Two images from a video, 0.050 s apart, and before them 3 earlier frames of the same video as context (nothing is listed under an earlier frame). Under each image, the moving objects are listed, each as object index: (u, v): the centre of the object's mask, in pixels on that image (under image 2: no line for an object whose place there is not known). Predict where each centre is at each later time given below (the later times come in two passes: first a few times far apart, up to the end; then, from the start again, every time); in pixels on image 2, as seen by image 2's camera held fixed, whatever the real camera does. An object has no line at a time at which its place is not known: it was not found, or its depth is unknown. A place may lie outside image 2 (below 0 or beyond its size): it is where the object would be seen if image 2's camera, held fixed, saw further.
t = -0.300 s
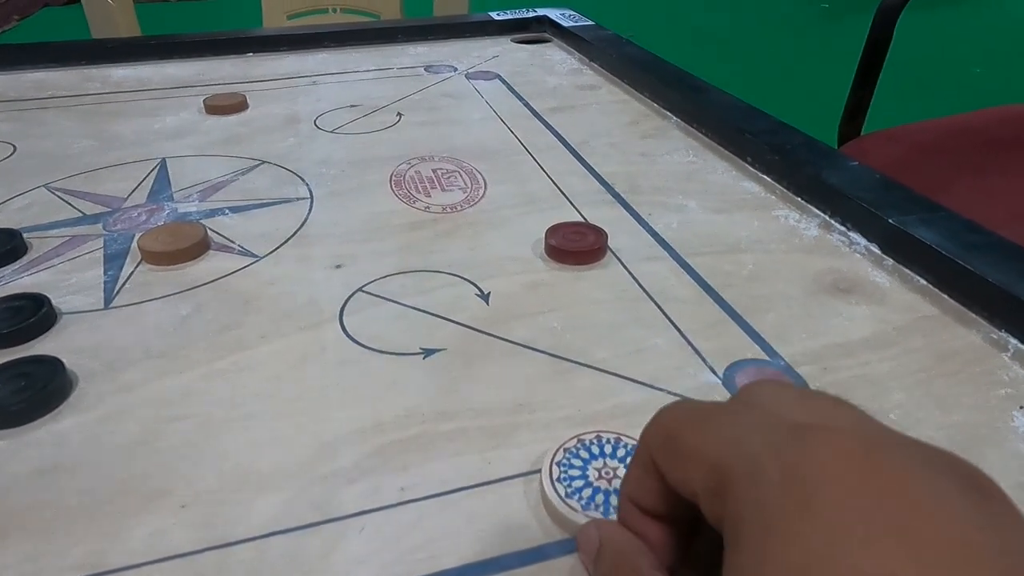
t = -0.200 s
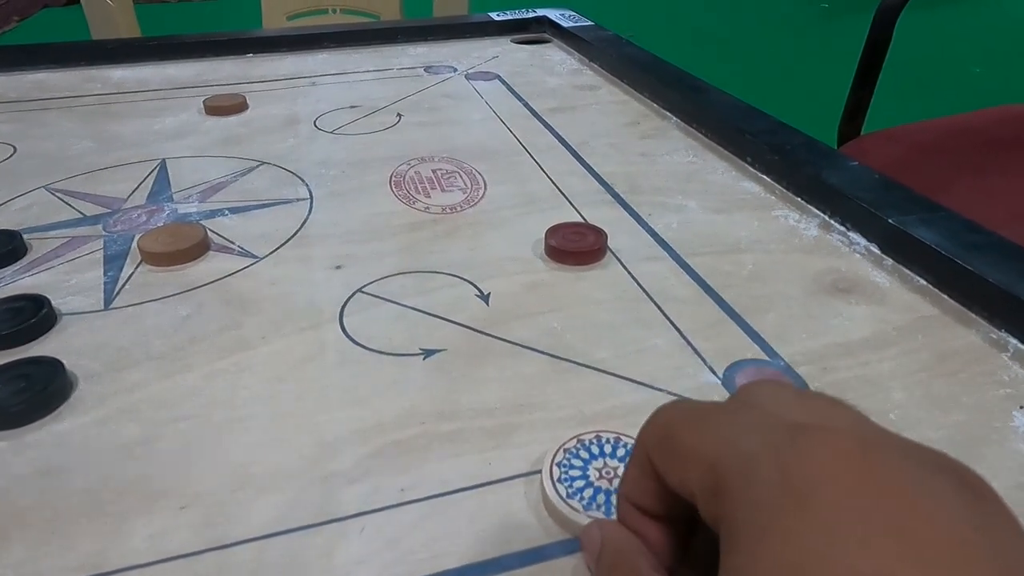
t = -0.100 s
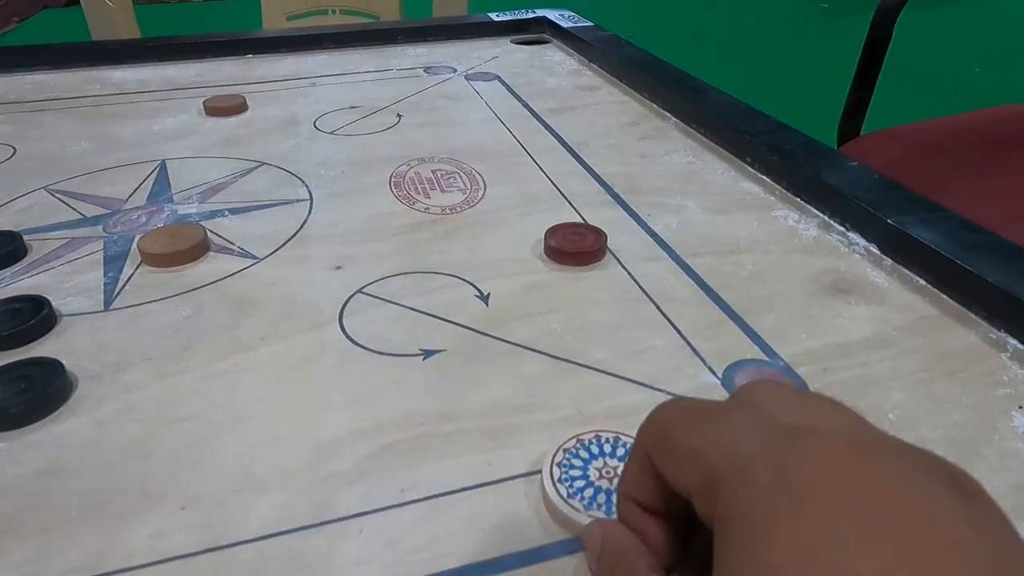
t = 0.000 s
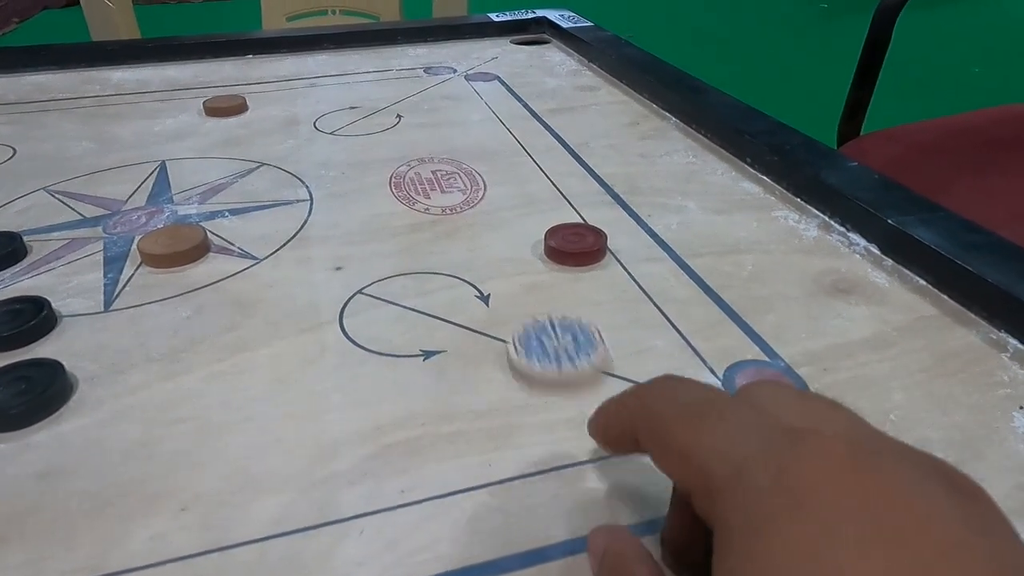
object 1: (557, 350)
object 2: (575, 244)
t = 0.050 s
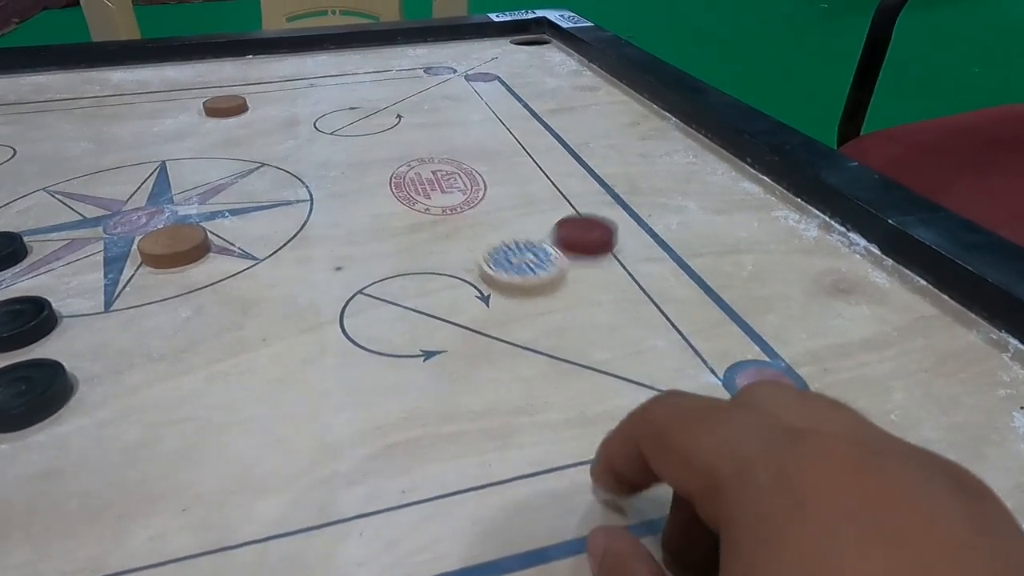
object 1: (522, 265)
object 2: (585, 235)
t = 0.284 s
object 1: (372, 124)
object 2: (614, 128)
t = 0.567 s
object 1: (299, 62)
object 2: (451, 106)
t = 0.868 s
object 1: (257, 79)
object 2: (378, 99)
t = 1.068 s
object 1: (240, 88)
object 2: (369, 100)
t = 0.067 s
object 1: (503, 249)
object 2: (599, 221)
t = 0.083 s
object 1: (490, 237)
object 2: (616, 208)
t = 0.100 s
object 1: (475, 224)
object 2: (630, 195)
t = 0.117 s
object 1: (463, 212)
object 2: (642, 184)
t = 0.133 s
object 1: (451, 200)
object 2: (654, 173)
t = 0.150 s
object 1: (438, 188)
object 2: (665, 163)
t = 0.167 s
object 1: (429, 178)
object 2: (675, 154)
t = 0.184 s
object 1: (420, 168)
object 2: (684, 146)
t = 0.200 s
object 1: (410, 160)
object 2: (689, 139)
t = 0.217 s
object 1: (402, 152)
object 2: (674, 135)
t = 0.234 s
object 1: (394, 145)
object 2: (657, 133)
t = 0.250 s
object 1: (386, 137)
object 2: (643, 132)
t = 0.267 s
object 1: (379, 131)
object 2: (628, 129)
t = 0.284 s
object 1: (372, 124)
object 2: (614, 128)
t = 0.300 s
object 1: (366, 119)
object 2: (600, 126)
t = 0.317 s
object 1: (360, 114)
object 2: (588, 124)
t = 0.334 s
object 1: (355, 108)
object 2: (575, 122)
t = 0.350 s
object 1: (350, 103)
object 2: (563, 121)
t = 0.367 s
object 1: (345, 99)
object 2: (552, 119)
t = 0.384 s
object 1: (341, 95)
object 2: (541, 118)
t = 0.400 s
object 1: (336, 91)
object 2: (531, 117)
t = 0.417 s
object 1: (332, 87)
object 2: (521, 115)
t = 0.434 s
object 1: (327, 84)
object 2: (512, 114)
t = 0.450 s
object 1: (323, 80)
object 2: (503, 113)
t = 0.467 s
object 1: (320, 77)
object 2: (495, 112)
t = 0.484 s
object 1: (316, 74)
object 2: (487, 111)
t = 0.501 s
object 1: (313, 71)
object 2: (479, 110)
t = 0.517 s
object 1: (309, 68)
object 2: (472, 109)
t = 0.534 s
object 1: (305, 66)
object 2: (464, 108)
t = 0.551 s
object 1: (302, 64)
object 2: (457, 107)
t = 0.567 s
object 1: (299, 62)
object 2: (451, 106)
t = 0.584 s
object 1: (295, 59)
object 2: (445, 105)
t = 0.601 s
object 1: (292, 56)
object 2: (438, 105)
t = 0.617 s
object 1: (289, 55)
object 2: (433, 104)
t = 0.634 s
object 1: (288, 57)
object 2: (428, 104)
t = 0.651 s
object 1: (285, 59)
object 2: (422, 103)
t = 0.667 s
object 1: (283, 61)
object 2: (417, 103)
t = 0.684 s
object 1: (281, 63)
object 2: (412, 102)
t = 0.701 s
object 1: (279, 65)
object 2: (408, 101)
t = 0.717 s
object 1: (278, 66)
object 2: (404, 101)
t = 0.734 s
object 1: (275, 68)
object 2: (400, 101)
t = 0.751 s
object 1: (272, 69)
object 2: (396, 100)
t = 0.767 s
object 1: (270, 70)
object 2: (393, 100)
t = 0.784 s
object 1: (268, 72)
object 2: (390, 100)
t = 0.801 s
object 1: (266, 73)
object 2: (387, 100)
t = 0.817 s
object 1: (264, 75)
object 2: (384, 99)
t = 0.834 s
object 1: (261, 76)
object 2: (382, 99)
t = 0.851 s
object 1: (259, 78)
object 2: (380, 99)
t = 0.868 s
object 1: (257, 79)
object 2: (378, 99)
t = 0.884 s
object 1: (256, 80)
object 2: (376, 99)
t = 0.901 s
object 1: (253, 81)
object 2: (375, 99)
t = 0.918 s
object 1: (252, 83)
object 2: (373, 99)
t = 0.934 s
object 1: (250, 83)
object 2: (372, 99)
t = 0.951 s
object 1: (248, 84)
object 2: (371, 99)
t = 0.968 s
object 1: (247, 85)
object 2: (370, 99)
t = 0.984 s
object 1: (246, 86)
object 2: (370, 99)
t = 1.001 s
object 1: (244, 86)
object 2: (369, 100)
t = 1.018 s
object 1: (243, 86)
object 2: (369, 100)
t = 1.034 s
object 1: (243, 87)
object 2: (369, 100)
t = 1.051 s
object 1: (241, 87)
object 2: (369, 100)
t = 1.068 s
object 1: (240, 88)
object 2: (369, 100)
